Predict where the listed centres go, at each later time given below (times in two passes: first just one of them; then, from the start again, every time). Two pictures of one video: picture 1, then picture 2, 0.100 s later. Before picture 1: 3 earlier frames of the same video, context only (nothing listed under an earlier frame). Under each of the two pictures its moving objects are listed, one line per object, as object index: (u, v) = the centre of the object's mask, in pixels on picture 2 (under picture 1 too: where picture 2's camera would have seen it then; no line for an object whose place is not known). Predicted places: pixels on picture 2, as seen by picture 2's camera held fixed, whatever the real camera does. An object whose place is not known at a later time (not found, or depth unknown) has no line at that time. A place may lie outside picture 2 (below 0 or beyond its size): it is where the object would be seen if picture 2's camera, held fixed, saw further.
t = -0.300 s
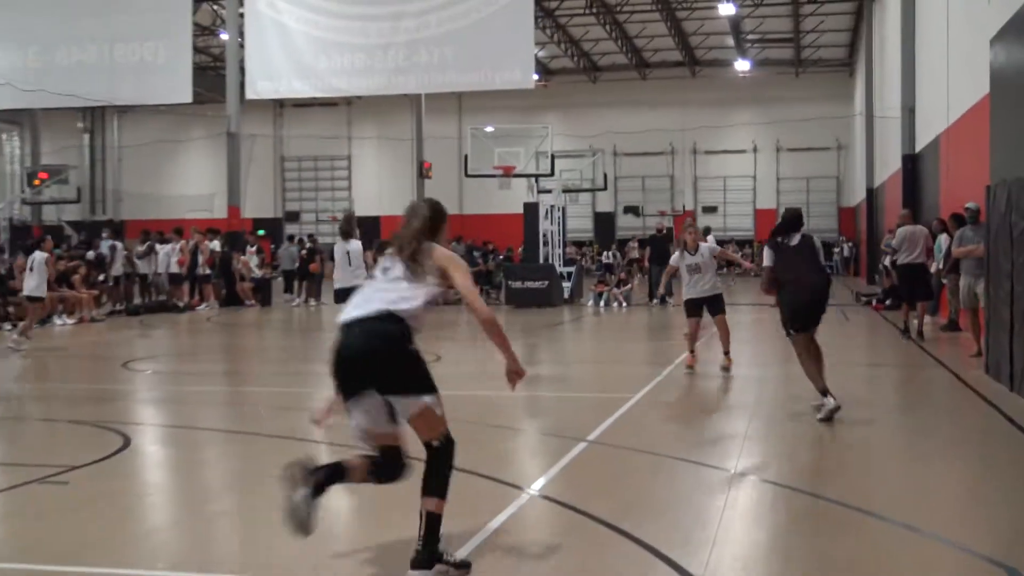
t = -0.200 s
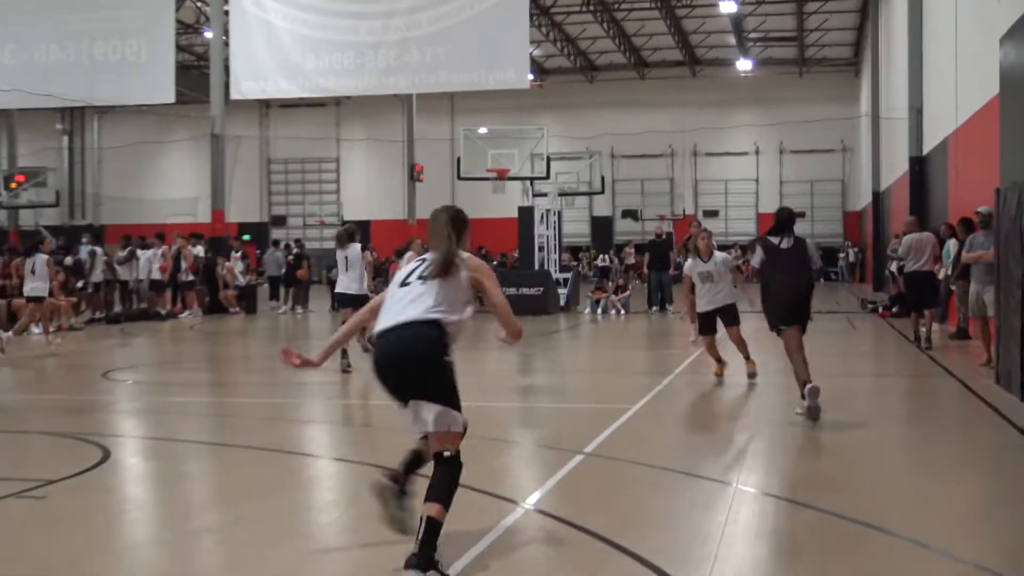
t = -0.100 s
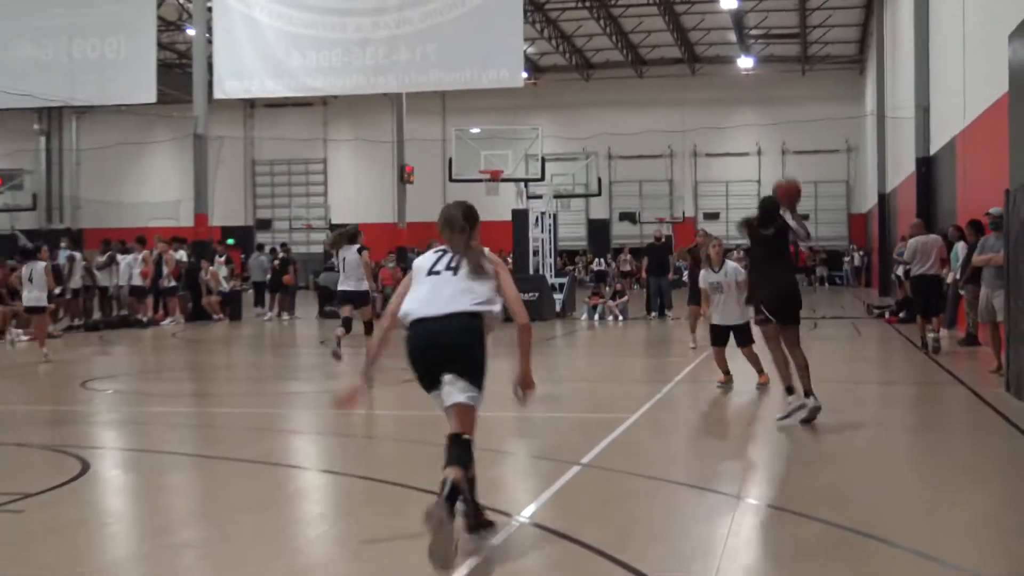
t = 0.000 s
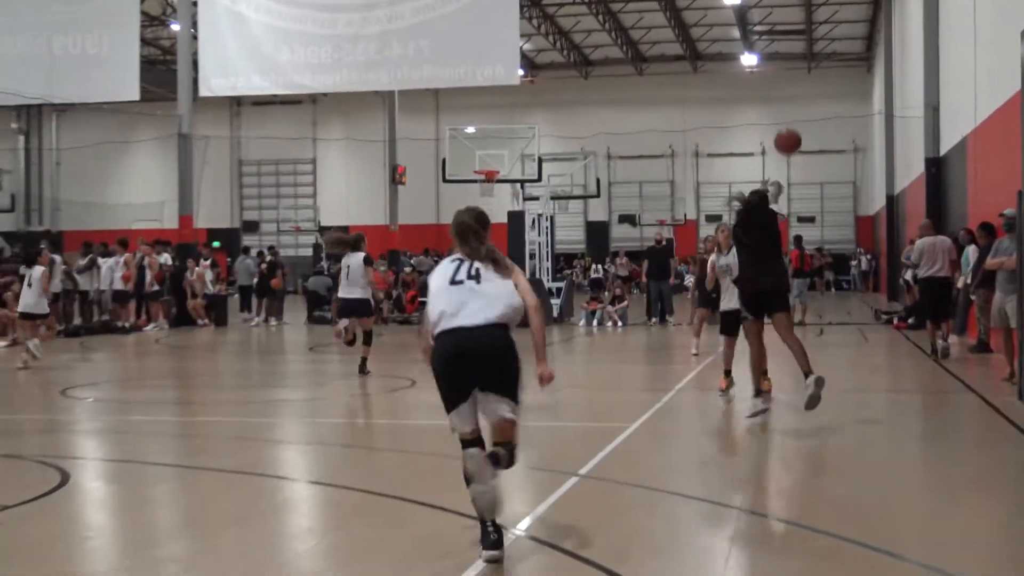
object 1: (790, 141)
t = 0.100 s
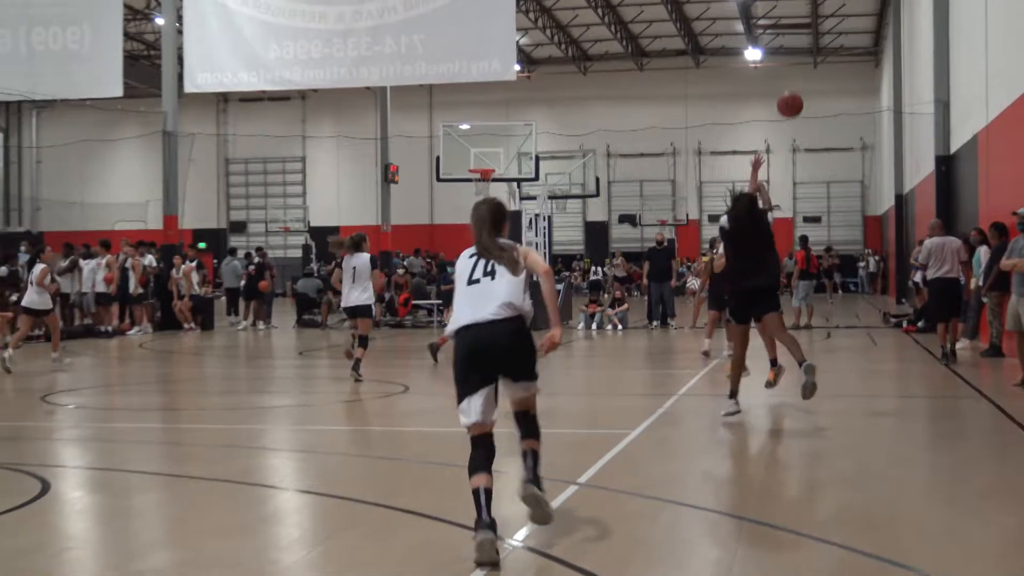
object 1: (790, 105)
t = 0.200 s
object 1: (790, 83)
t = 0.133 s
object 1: (790, 96)
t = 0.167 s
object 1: (790, 89)
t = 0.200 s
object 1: (790, 83)
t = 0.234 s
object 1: (789, 78)
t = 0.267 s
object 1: (790, 75)
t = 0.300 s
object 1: (790, 73)
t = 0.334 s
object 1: (790, 71)
